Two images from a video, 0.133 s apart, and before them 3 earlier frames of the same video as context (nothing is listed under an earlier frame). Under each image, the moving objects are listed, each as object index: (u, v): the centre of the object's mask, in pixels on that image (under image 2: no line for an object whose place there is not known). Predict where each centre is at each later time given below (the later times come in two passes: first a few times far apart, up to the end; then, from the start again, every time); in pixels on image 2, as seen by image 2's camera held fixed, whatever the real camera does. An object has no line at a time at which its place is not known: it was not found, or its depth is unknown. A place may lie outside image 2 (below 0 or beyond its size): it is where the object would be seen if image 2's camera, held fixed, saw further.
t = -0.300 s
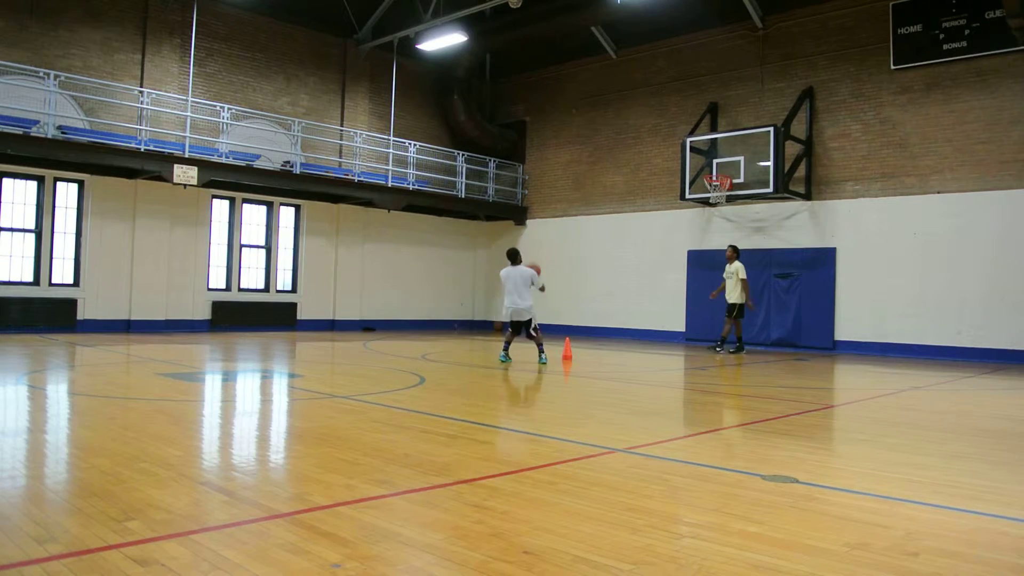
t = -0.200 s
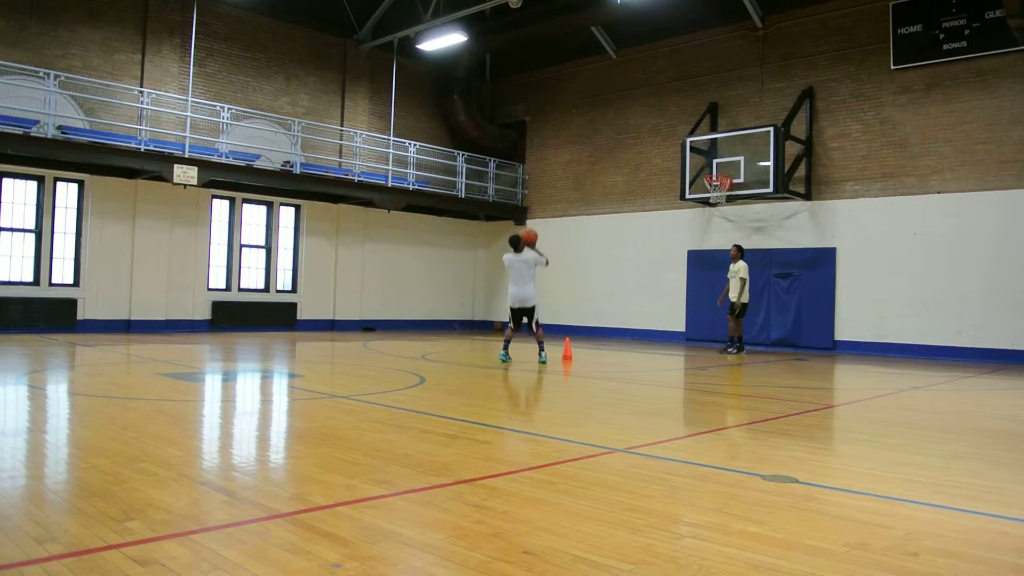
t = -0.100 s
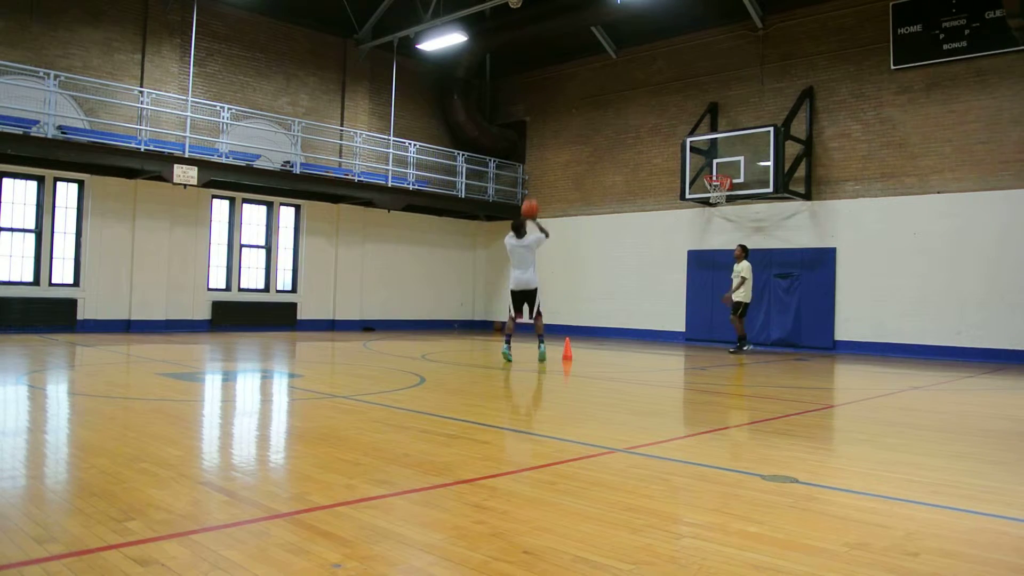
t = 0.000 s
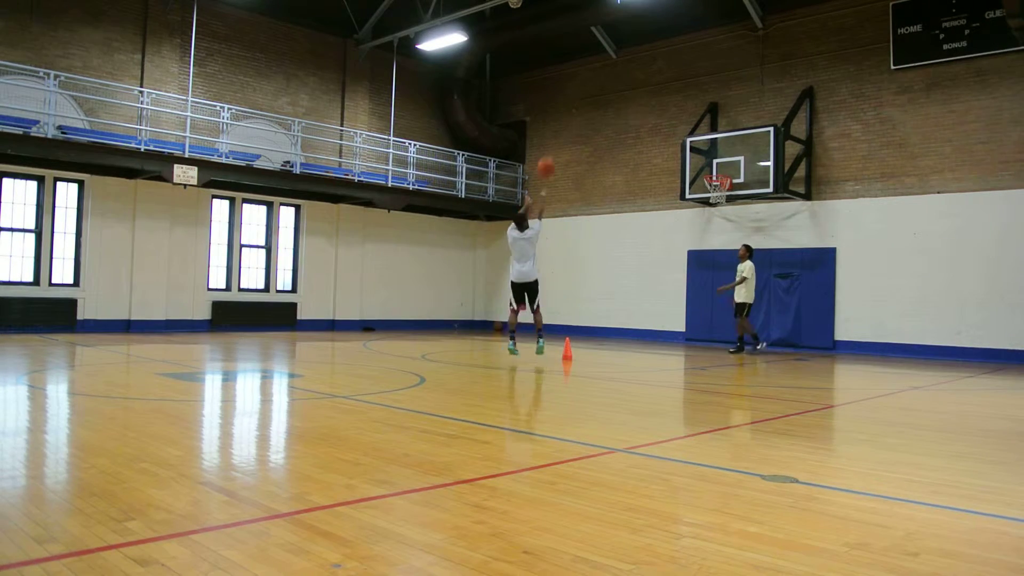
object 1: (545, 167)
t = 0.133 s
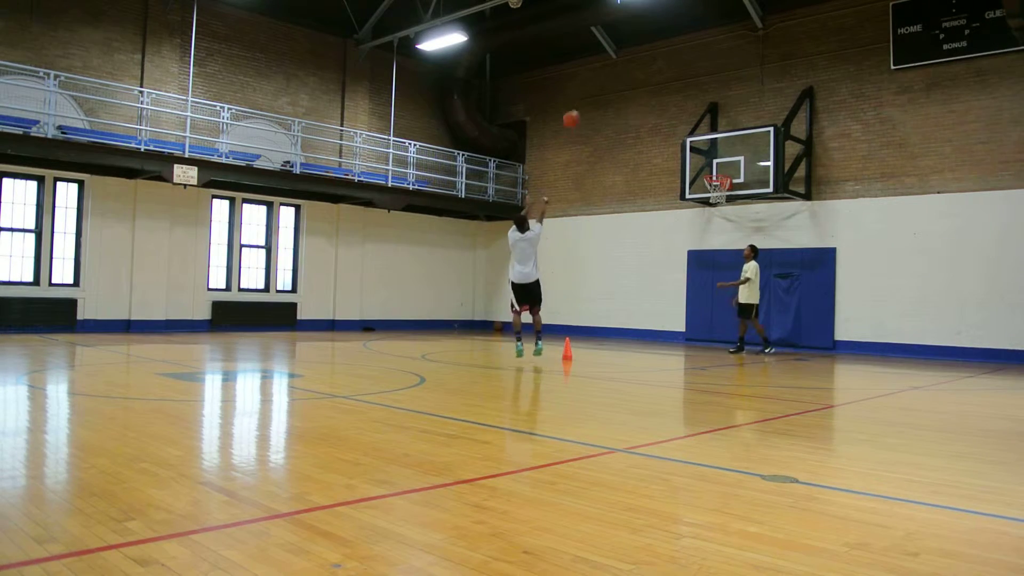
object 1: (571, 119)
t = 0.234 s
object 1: (589, 94)
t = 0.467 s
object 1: (626, 65)
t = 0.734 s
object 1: (662, 74)
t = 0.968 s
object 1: (690, 114)
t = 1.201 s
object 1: (710, 166)
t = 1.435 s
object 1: (712, 138)
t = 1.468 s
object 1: (712, 136)
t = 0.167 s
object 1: (577, 110)
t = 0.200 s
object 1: (583, 102)
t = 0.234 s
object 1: (589, 94)
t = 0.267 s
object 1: (595, 88)
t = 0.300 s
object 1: (600, 82)
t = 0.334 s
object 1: (606, 77)
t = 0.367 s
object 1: (611, 73)
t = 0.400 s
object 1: (616, 70)
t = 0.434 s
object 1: (621, 67)
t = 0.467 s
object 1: (626, 65)
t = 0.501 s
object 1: (631, 64)
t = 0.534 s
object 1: (636, 63)
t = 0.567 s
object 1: (640, 63)
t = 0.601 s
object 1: (644, 64)
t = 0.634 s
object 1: (649, 66)
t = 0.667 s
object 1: (653, 68)
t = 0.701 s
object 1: (658, 71)
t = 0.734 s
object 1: (662, 74)
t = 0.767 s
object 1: (666, 78)
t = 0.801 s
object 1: (670, 83)
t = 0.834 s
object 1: (675, 88)
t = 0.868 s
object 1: (678, 93)
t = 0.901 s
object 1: (682, 100)
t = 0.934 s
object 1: (686, 107)
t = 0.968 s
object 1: (690, 114)
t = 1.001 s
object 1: (693, 123)
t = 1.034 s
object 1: (697, 131)
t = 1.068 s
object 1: (701, 141)
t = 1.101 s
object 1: (704, 150)
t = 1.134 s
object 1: (707, 161)
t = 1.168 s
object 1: (710, 171)
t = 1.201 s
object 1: (710, 166)
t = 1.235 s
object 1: (710, 160)
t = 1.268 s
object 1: (710, 155)
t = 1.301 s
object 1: (711, 150)
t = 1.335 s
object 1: (711, 146)
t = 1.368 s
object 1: (711, 143)
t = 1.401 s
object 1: (712, 140)
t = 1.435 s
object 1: (712, 138)
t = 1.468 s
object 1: (712, 136)
